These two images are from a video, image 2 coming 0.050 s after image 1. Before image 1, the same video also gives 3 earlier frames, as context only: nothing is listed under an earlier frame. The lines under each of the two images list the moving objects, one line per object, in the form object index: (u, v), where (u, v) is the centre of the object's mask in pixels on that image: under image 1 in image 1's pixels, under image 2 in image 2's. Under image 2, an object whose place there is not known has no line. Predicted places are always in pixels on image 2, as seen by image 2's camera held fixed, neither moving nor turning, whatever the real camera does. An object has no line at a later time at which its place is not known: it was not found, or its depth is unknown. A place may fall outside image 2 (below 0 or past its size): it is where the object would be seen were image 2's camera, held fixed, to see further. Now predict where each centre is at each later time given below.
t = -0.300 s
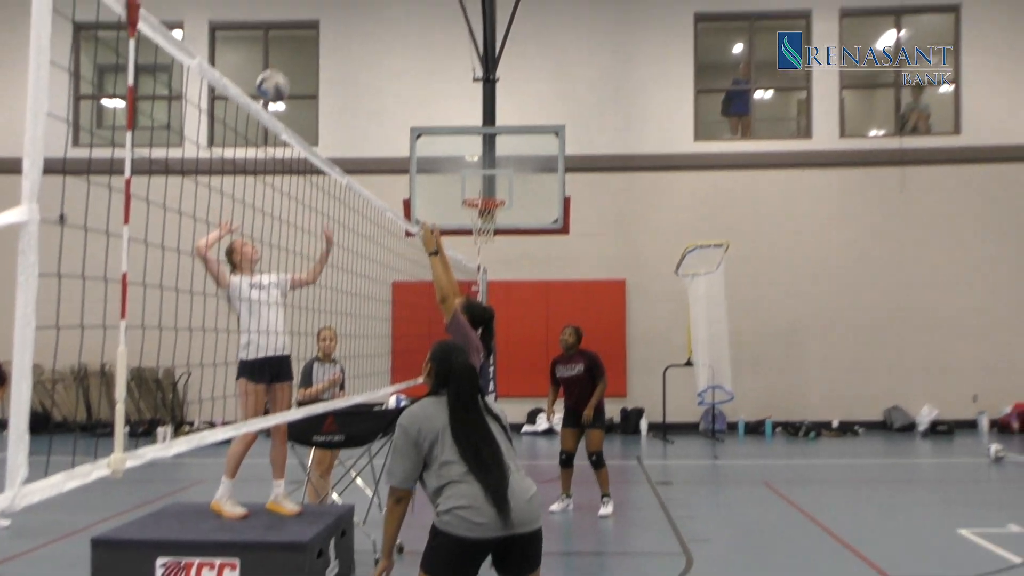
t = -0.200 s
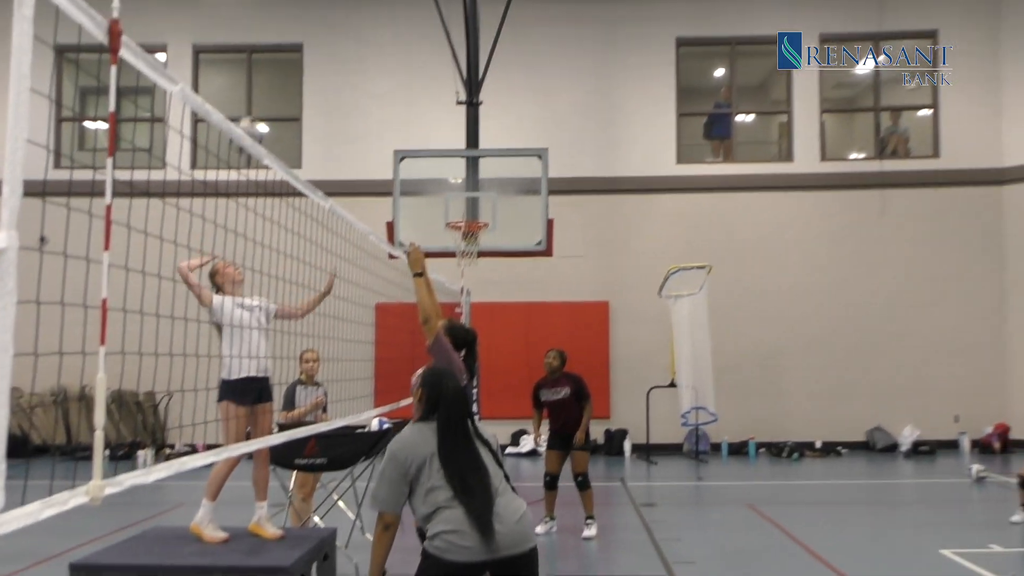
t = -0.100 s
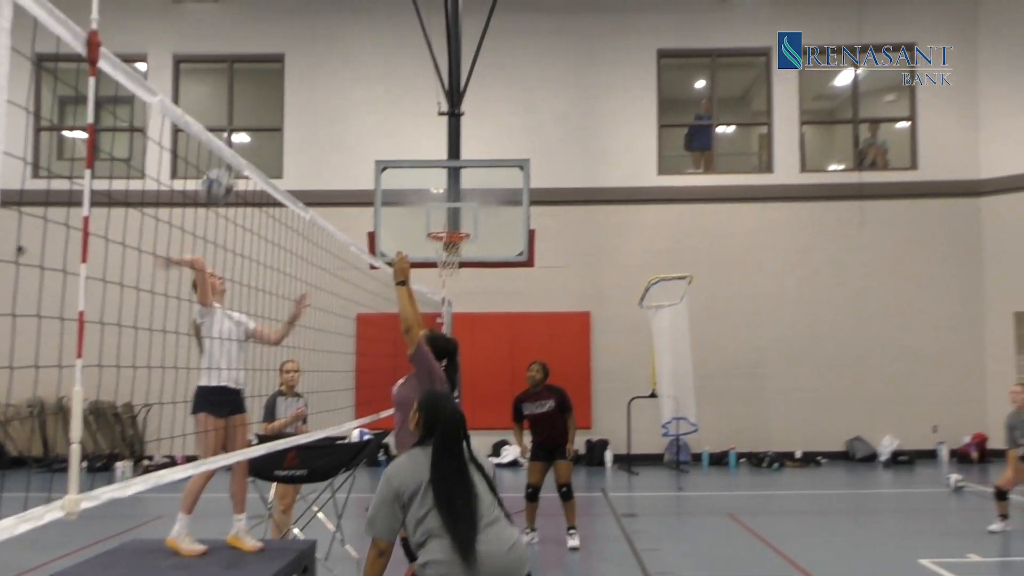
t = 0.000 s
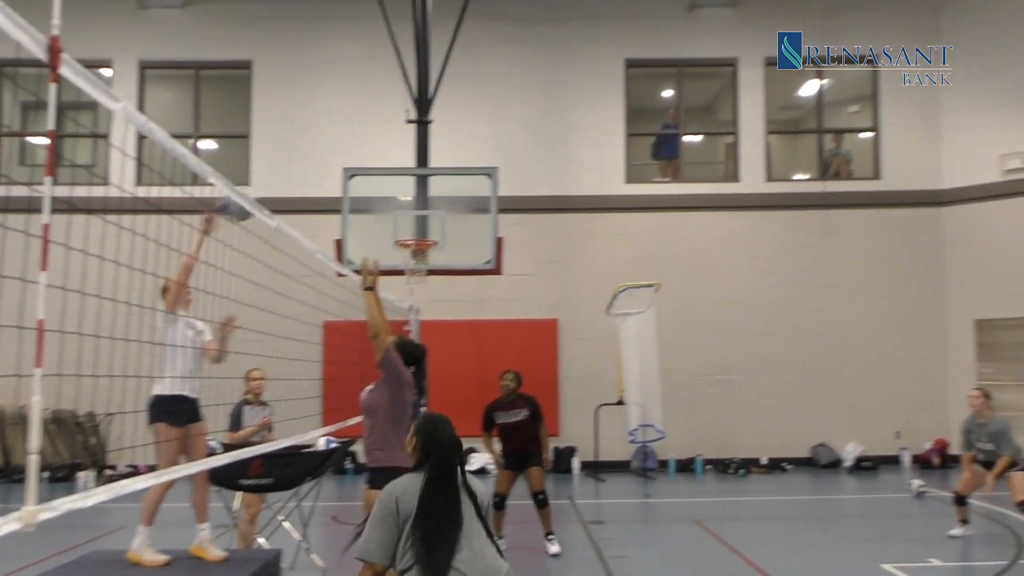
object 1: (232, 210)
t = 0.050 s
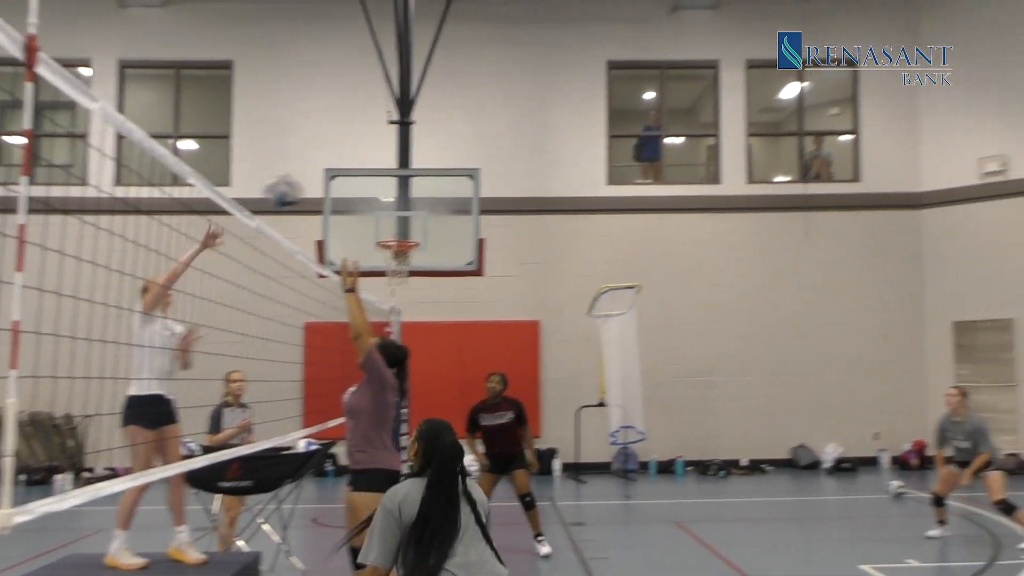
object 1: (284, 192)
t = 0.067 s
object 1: (305, 188)
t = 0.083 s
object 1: (329, 184)
